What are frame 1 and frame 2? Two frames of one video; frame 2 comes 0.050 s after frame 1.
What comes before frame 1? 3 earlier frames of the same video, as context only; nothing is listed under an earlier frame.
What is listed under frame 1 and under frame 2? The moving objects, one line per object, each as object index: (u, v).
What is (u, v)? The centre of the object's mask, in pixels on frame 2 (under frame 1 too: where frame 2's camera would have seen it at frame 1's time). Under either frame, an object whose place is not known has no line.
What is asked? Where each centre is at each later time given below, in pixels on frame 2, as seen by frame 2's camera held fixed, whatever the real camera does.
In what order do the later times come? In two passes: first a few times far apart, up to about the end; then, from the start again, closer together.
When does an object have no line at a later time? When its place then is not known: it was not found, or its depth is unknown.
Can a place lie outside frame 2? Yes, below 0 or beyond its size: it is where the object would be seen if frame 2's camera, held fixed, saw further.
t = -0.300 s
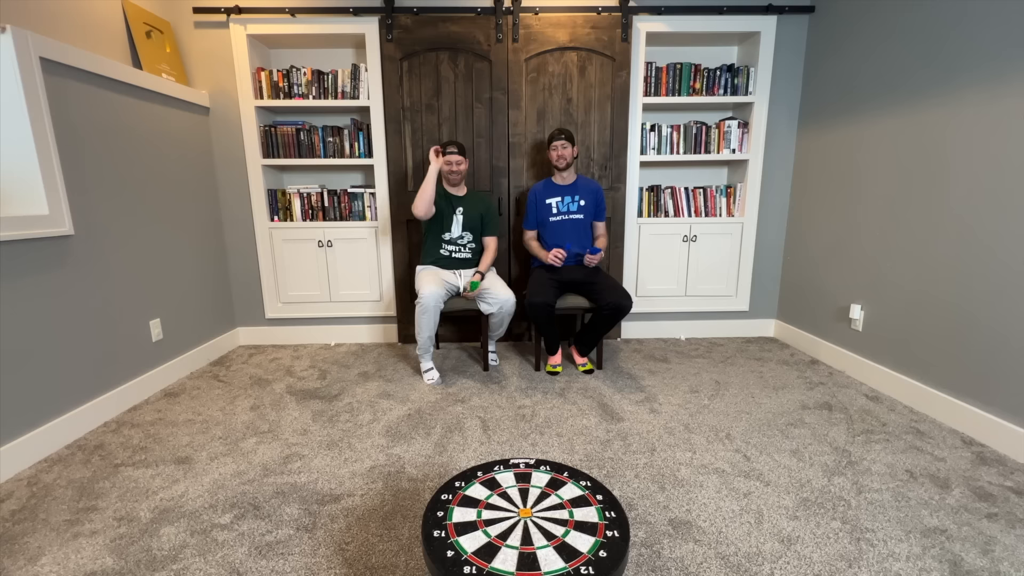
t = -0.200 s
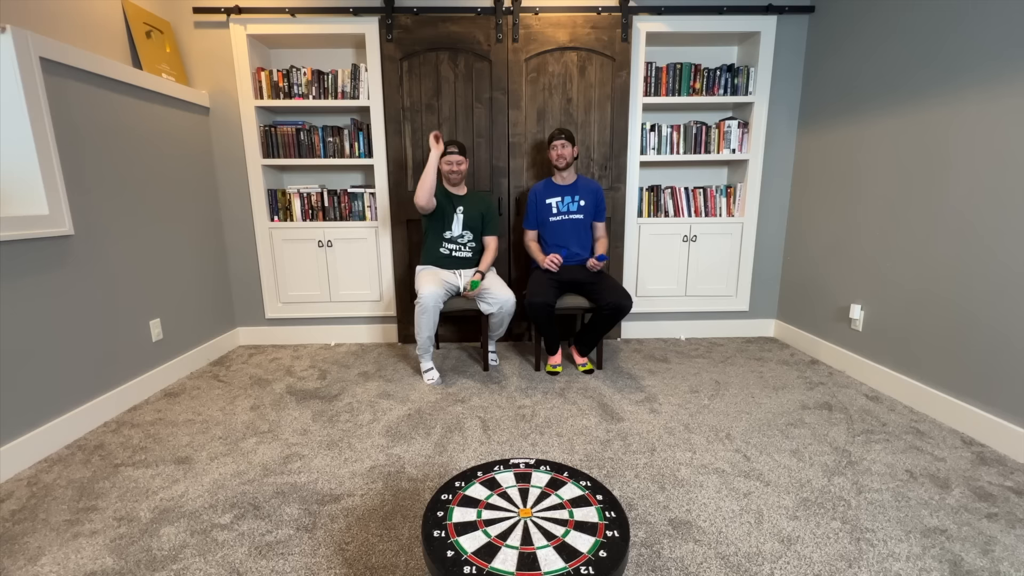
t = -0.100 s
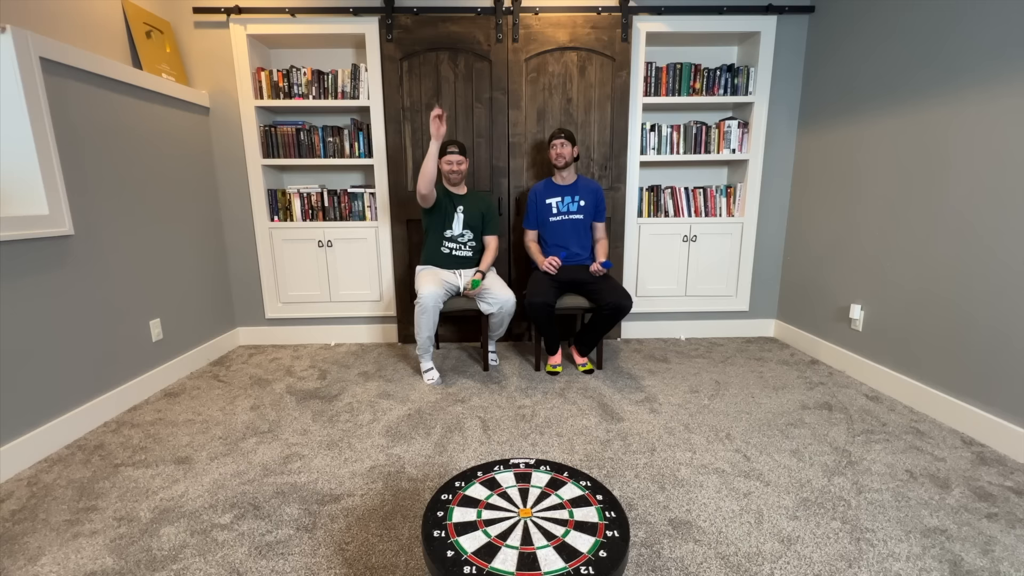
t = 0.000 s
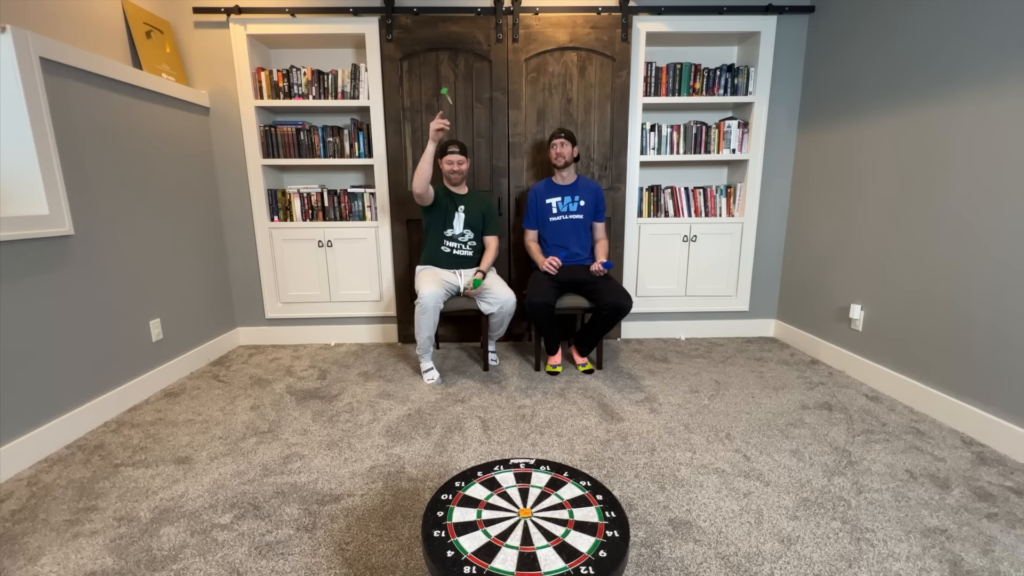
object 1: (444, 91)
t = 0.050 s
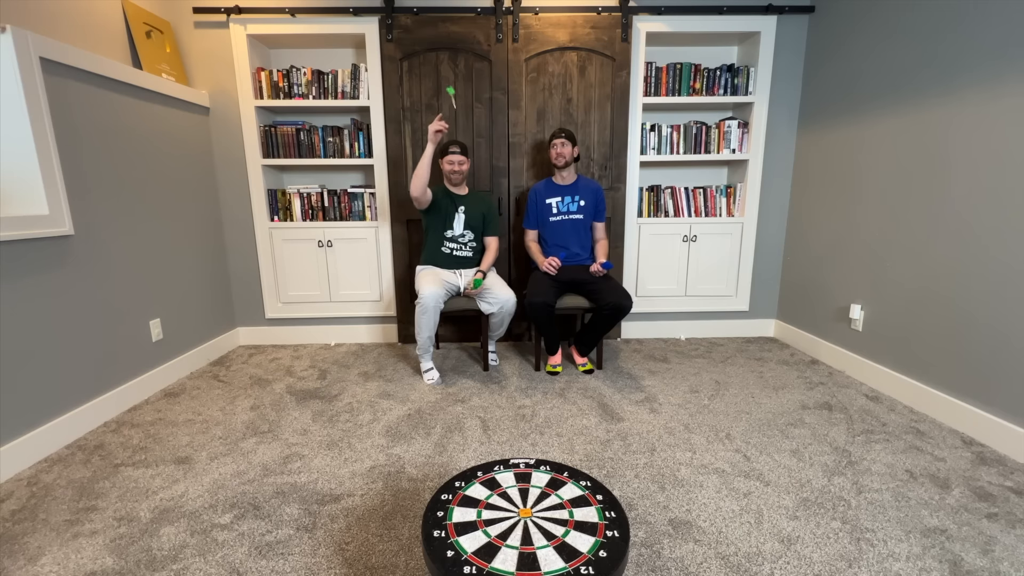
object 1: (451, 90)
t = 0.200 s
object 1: (473, 146)
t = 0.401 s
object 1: (509, 404)
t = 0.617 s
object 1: (513, 449)
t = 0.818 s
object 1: (513, 449)
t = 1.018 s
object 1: (513, 449)
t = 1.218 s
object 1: (513, 449)
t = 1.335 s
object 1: (513, 449)
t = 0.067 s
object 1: (453, 93)
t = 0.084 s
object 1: (455, 96)
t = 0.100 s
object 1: (458, 99)
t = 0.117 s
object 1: (460, 105)
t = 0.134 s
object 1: (463, 111)
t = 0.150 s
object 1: (466, 117)
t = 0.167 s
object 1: (468, 126)
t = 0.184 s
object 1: (470, 135)
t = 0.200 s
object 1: (473, 146)
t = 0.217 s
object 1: (476, 158)
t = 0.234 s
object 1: (479, 171)
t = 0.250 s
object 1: (481, 185)
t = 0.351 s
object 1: (497, 312)
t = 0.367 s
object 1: (500, 338)
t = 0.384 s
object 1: (504, 368)
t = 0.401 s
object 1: (509, 404)
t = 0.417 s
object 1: (513, 439)
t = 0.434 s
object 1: (513, 449)
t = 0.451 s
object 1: (513, 449)
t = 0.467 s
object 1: (513, 449)
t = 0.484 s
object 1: (513, 449)
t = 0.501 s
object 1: (513, 449)
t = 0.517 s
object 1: (513, 449)
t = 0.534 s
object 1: (513, 449)
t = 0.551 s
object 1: (513, 449)
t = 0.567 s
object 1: (513, 449)
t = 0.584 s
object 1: (513, 449)
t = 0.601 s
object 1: (513, 449)
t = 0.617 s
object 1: (513, 449)
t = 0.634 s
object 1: (513, 449)
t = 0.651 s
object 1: (513, 449)
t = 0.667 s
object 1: (513, 449)
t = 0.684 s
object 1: (513, 449)
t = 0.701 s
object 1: (513, 449)
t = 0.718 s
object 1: (513, 449)
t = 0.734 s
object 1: (513, 449)
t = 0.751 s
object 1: (513, 449)
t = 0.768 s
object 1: (513, 449)
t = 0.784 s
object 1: (513, 449)
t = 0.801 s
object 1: (513, 449)
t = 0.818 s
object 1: (513, 449)
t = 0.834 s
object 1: (513, 449)
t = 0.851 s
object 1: (513, 449)
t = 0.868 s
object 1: (513, 449)
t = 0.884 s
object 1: (513, 449)
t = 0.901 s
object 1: (513, 449)
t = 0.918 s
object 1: (513, 449)
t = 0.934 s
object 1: (513, 449)
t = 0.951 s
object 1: (513, 449)
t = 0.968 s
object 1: (513, 449)
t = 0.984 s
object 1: (513, 449)
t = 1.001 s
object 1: (513, 449)
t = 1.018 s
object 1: (513, 449)
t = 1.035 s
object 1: (513, 449)
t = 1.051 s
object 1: (513, 449)
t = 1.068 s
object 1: (513, 449)
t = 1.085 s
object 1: (513, 449)
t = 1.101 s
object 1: (513, 449)
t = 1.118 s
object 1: (513, 449)
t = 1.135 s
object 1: (513, 449)
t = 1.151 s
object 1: (513, 449)
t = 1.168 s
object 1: (513, 449)
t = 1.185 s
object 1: (513, 449)
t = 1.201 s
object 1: (513, 449)
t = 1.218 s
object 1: (513, 449)
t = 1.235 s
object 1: (513, 449)
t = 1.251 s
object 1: (513, 449)
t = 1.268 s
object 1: (513, 449)
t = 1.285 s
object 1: (513, 449)
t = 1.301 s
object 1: (513, 449)
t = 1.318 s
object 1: (513, 449)
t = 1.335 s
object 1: (513, 449)
